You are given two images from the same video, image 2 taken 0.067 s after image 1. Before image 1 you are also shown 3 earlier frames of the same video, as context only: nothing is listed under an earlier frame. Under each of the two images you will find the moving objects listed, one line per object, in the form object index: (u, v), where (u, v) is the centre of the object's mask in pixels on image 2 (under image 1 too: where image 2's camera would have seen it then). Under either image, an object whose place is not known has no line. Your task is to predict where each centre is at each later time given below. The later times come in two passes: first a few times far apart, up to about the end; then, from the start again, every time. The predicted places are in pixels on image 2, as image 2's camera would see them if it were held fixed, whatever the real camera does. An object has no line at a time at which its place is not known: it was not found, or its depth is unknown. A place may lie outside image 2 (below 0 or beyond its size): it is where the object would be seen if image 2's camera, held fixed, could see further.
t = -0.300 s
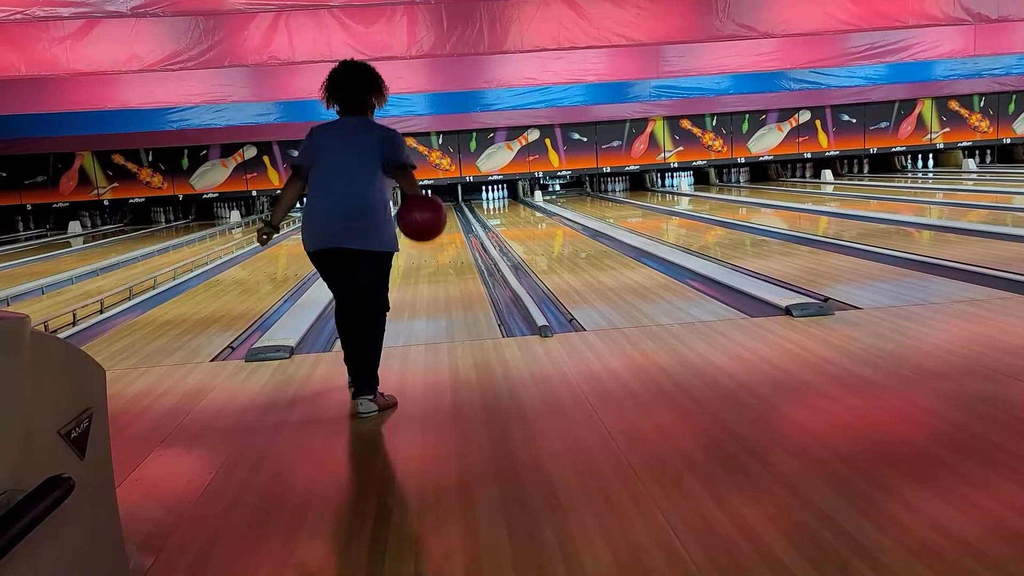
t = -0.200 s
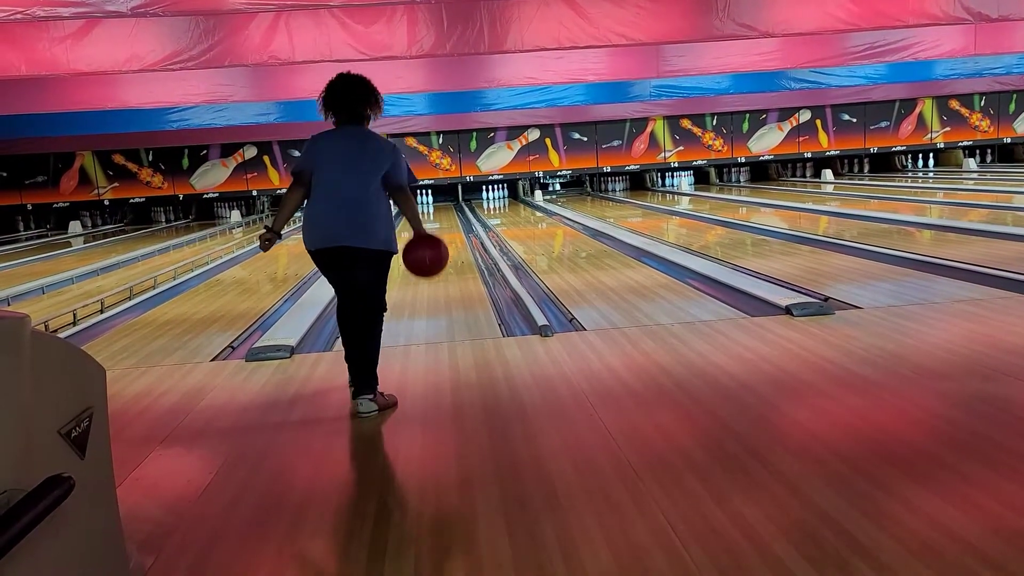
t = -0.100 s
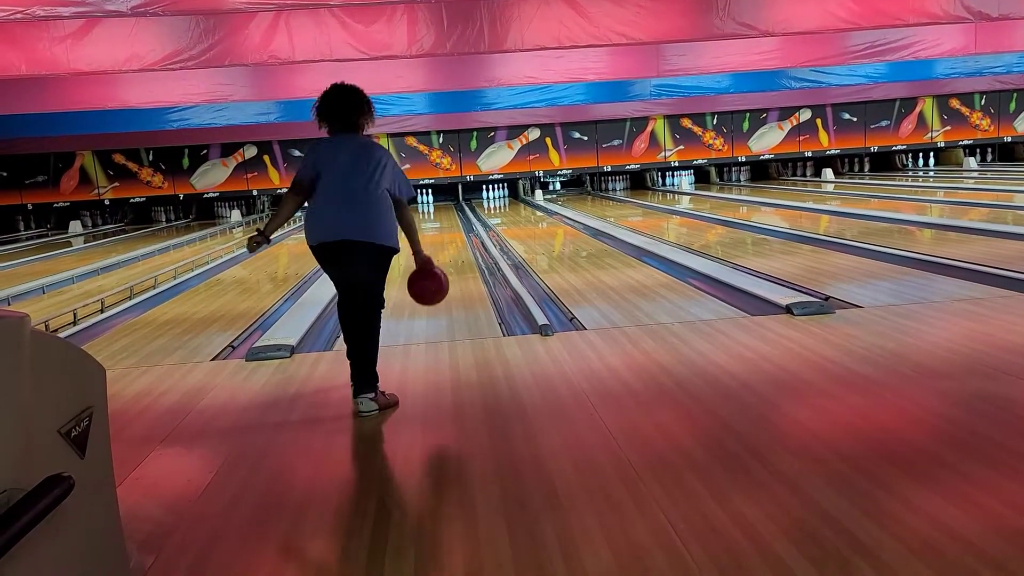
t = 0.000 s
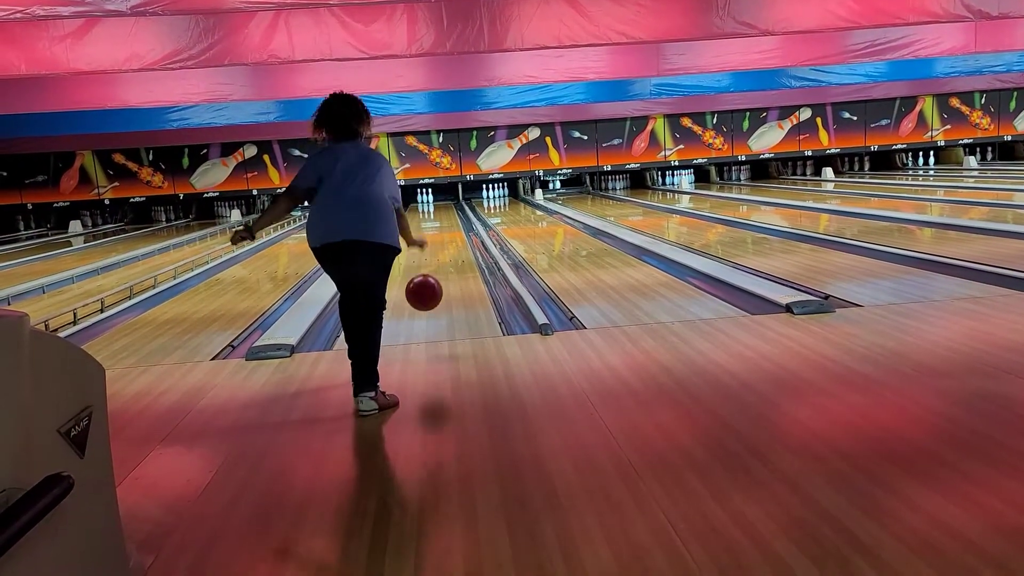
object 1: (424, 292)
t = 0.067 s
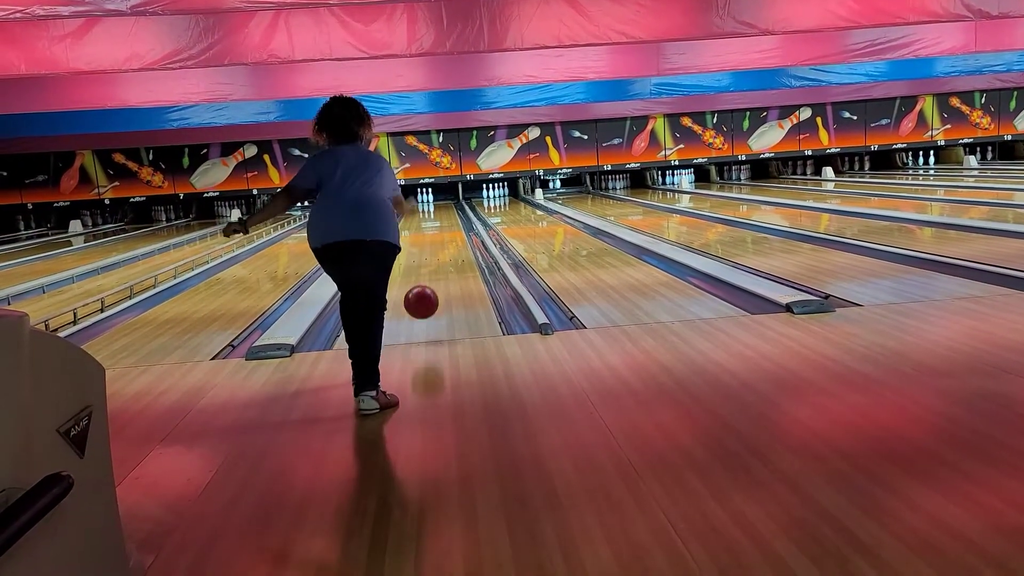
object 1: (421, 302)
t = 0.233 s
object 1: (414, 302)
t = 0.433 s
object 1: (406, 282)
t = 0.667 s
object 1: (402, 267)
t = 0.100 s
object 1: (420, 309)
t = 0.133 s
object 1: (419, 315)
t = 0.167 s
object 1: (417, 309)
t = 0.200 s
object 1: (416, 305)
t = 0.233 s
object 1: (414, 302)
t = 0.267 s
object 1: (413, 299)
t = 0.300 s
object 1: (411, 295)
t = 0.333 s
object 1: (410, 292)
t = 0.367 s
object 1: (409, 288)
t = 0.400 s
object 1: (407, 285)
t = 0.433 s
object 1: (406, 282)
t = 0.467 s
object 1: (405, 280)
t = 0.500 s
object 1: (404, 277)
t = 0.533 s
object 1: (404, 275)
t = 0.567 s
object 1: (403, 273)
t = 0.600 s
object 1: (403, 271)
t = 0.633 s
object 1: (402, 269)
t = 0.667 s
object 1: (402, 267)
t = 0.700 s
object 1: (402, 265)
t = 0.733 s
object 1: (402, 263)
